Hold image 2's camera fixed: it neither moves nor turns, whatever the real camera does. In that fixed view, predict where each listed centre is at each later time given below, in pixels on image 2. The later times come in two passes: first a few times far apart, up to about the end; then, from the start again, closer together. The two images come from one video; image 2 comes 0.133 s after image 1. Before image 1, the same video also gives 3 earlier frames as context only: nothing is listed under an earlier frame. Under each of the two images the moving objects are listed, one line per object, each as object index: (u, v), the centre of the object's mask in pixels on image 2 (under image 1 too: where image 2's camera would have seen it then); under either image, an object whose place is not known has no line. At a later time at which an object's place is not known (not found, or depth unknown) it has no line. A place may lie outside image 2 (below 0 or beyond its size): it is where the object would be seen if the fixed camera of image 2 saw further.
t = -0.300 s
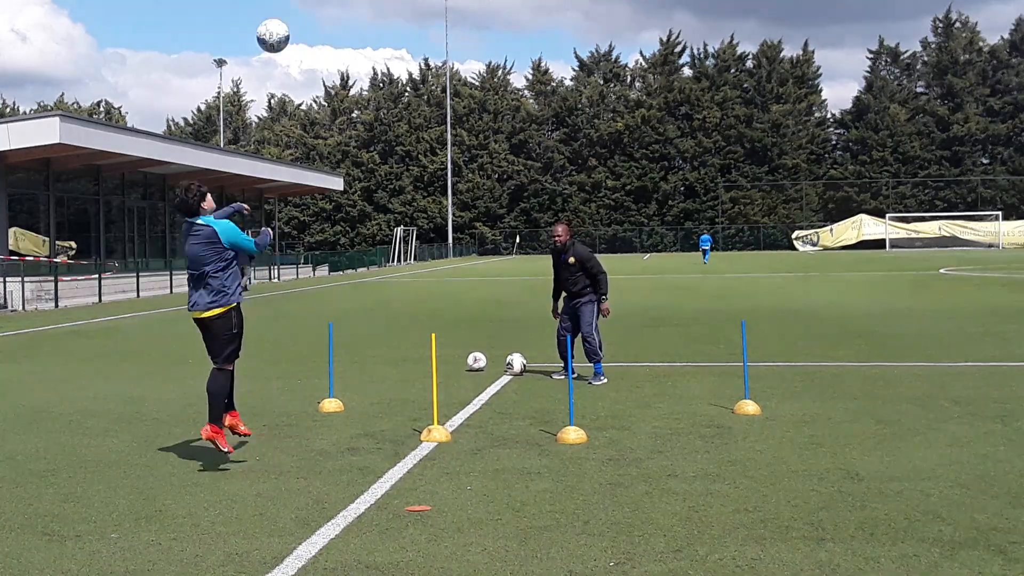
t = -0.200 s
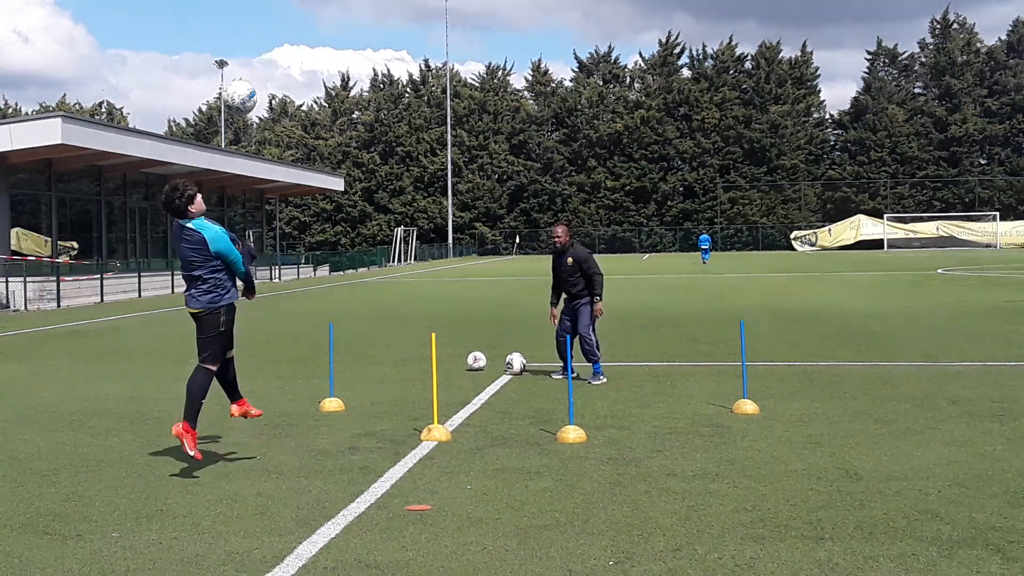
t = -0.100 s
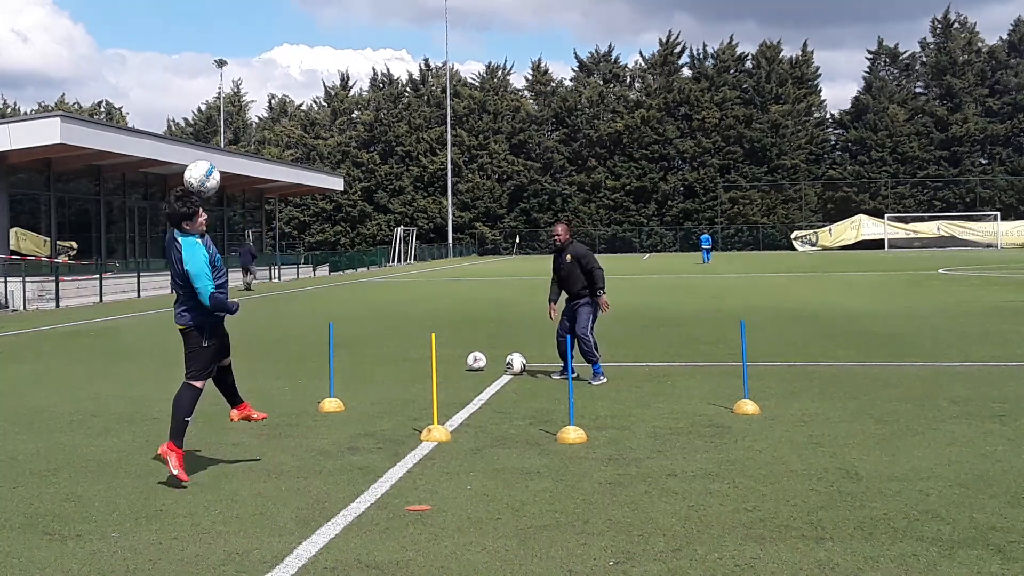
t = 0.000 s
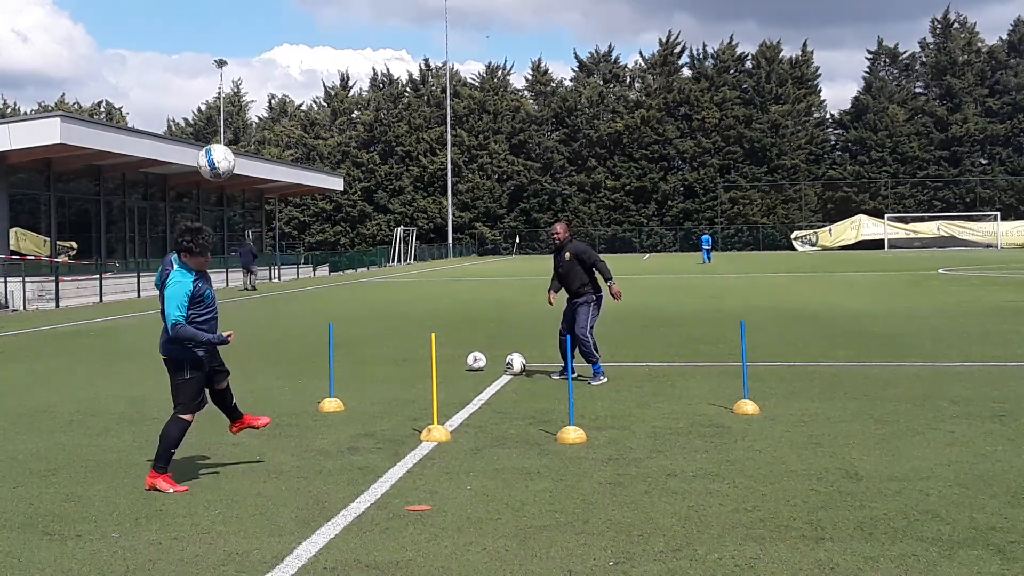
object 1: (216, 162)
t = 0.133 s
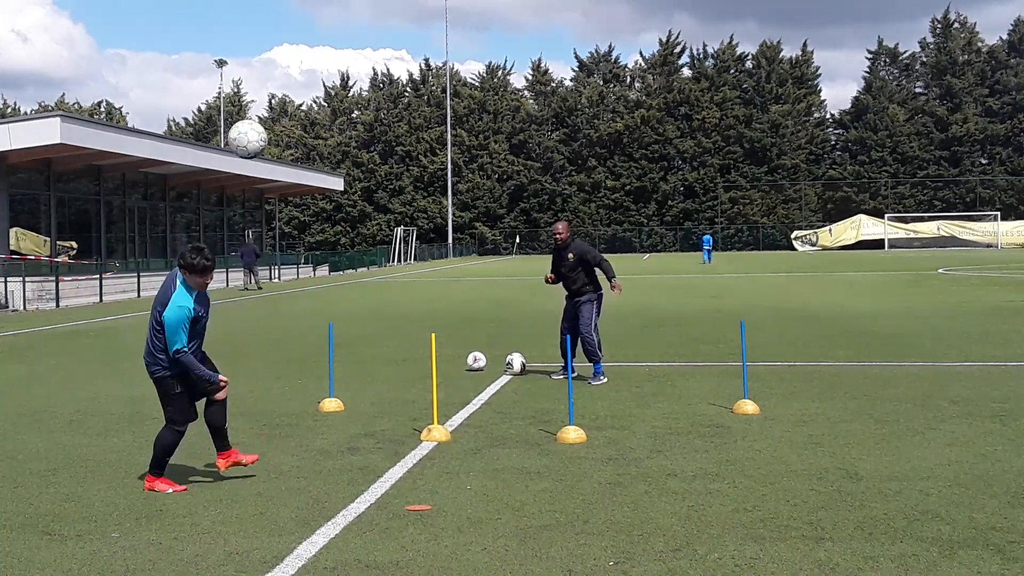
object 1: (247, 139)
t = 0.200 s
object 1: (265, 138)
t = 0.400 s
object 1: (324, 185)
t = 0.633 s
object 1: (409, 357)
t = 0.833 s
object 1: (486, 551)
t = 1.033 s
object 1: (512, 415)
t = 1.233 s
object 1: (543, 361)
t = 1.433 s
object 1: (584, 412)
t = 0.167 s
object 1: (256, 137)
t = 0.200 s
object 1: (265, 138)
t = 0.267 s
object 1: (284, 145)
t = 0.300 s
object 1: (293, 152)
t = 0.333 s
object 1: (303, 160)
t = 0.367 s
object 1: (313, 171)
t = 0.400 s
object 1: (324, 185)
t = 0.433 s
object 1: (335, 201)
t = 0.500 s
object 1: (358, 241)
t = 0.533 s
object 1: (370, 265)
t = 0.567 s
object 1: (383, 292)
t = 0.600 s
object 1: (395, 323)
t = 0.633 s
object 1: (409, 357)
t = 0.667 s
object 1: (423, 394)
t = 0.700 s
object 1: (437, 436)
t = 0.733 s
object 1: (452, 482)
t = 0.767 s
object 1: (467, 532)
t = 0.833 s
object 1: (486, 551)
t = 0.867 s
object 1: (490, 523)
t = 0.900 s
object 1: (494, 498)
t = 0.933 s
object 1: (498, 474)
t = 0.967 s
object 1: (502, 452)
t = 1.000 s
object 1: (507, 433)
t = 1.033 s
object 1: (512, 415)
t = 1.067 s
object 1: (516, 400)
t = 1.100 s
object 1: (521, 388)
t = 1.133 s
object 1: (526, 377)
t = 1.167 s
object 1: (532, 370)
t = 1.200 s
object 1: (537, 364)
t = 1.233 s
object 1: (543, 361)
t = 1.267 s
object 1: (550, 362)
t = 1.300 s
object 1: (556, 365)
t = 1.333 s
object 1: (563, 372)
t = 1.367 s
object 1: (570, 382)
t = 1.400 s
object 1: (577, 395)
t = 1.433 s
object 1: (584, 412)
